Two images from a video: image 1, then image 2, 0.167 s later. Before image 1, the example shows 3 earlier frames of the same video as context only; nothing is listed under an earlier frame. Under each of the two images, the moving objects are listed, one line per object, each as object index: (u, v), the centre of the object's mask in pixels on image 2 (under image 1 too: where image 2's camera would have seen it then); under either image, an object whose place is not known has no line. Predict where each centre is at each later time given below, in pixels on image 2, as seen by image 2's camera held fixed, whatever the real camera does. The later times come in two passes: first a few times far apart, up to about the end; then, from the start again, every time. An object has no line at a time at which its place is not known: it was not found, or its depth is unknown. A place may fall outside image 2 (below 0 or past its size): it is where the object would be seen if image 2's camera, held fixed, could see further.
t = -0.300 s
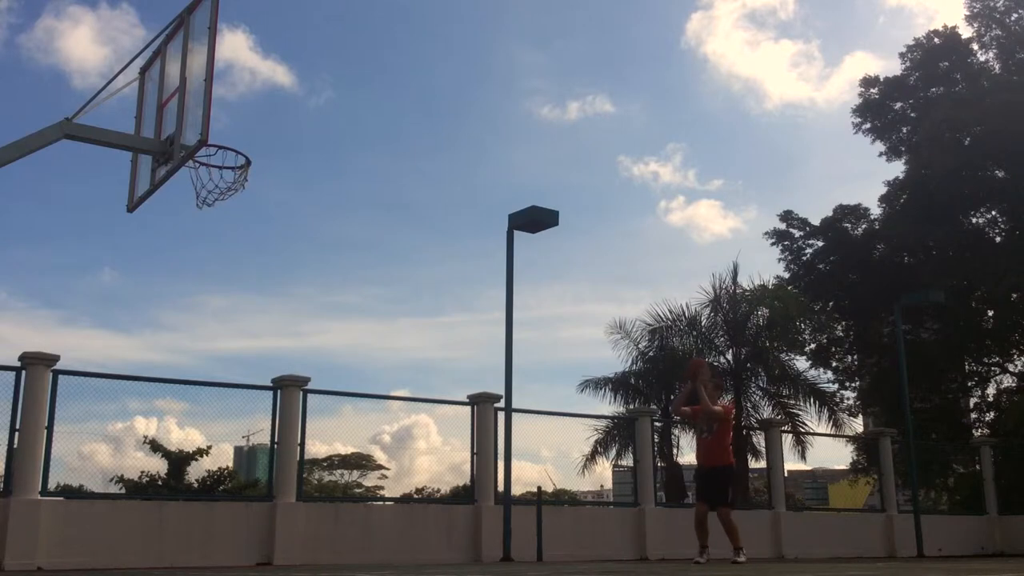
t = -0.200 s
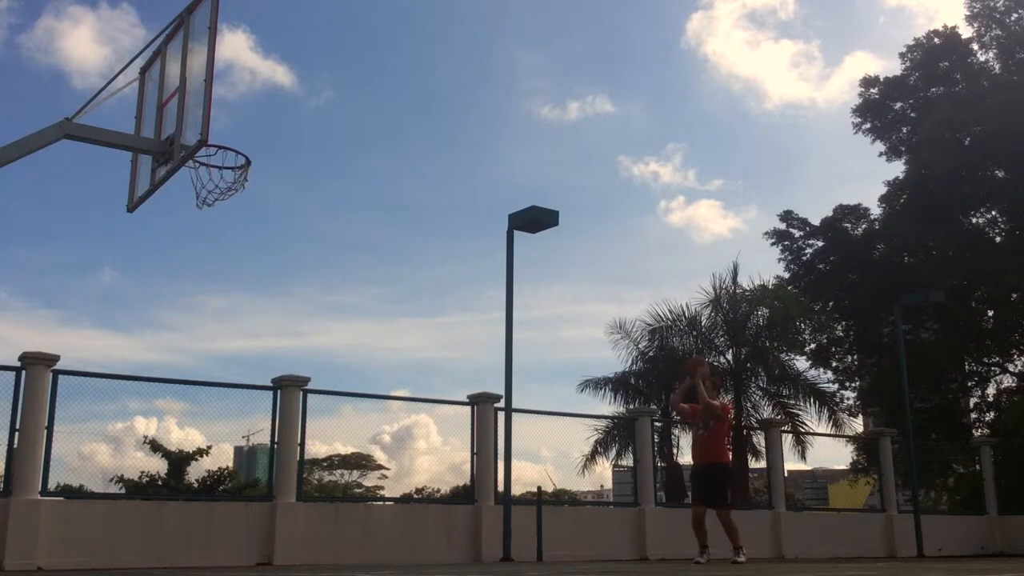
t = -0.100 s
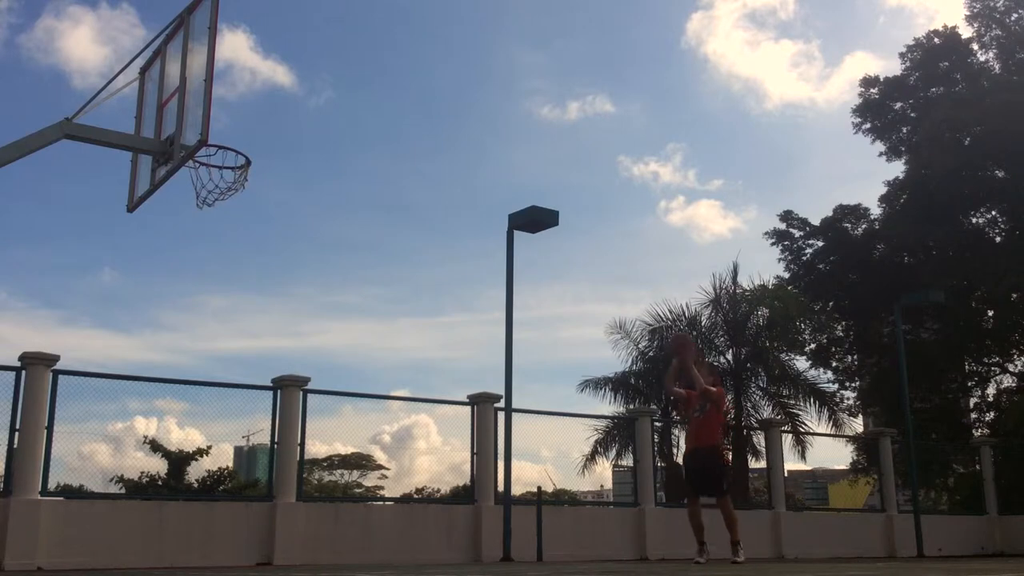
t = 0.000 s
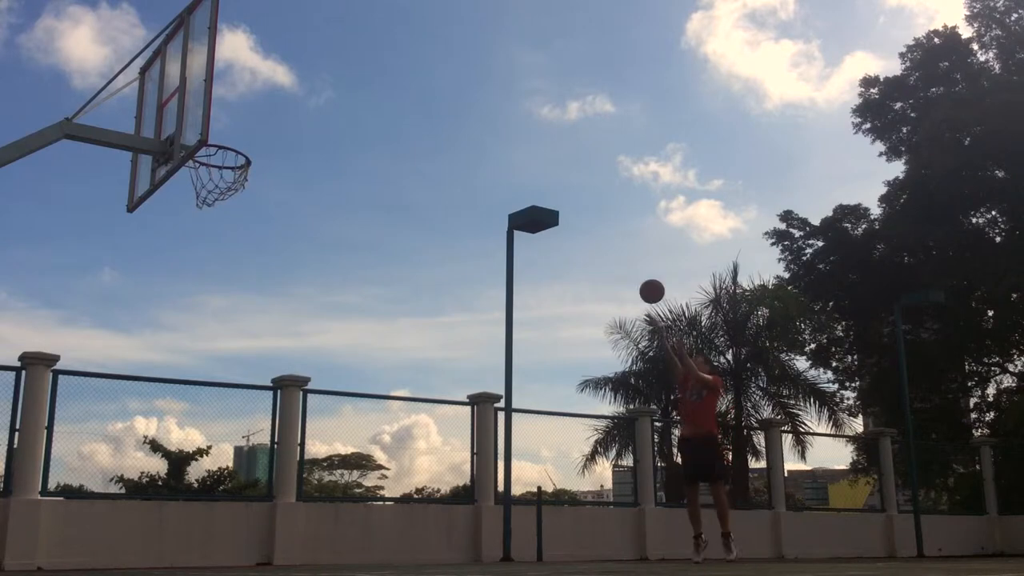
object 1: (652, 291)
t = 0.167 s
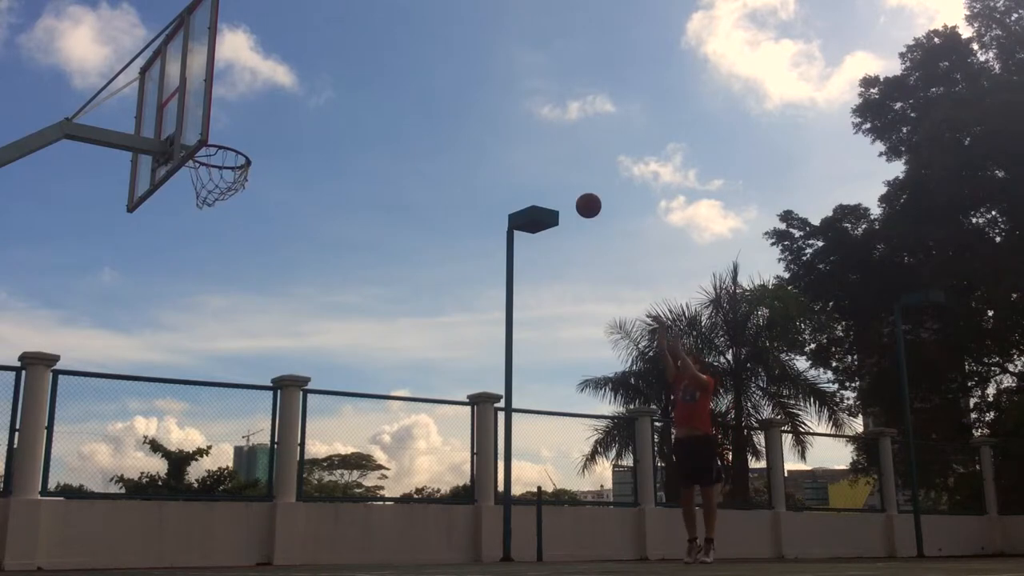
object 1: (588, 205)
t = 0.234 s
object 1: (562, 178)
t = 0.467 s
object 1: (469, 109)
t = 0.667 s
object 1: (382, 91)
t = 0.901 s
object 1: (266, 125)
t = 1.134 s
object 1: (196, 188)
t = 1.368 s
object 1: (240, 265)
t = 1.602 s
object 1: (279, 421)
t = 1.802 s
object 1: (313, 519)
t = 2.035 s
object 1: (360, 388)
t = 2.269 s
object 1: (401, 335)
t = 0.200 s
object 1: (575, 191)
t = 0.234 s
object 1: (562, 178)
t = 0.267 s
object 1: (549, 165)
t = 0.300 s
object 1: (536, 153)
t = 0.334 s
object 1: (523, 142)
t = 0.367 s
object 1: (509, 132)
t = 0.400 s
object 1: (496, 124)
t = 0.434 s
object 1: (482, 115)
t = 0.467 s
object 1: (469, 109)
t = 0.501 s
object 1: (455, 103)
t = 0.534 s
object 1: (441, 98)
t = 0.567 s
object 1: (427, 95)
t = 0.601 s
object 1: (412, 92)
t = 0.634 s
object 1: (397, 91)
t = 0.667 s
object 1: (382, 91)
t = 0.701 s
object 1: (367, 92)
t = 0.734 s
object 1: (351, 94)
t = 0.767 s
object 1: (334, 98)
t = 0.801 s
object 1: (318, 103)
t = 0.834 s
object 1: (301, 109)
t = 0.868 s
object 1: (284, 116)
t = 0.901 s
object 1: (266, 125)
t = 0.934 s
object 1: (248, 136)
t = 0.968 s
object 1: (229, 148)
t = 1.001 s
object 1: (210, 161)
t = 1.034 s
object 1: (192, 174)
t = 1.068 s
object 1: (185, 179)
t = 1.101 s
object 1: (190, 182)
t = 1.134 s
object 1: (196, 188)
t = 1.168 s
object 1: (203, 195)
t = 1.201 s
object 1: (209, 203)
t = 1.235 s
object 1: (216, 212)
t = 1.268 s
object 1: (222, 223)
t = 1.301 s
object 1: (228, 236)
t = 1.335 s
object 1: (234, 250)
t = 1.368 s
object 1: (240, 265)
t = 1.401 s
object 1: (246, 283)
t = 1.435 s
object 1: (252, 301)
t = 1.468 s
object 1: (258, 322)
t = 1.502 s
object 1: (264, 344)
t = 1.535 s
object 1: (269, 367)
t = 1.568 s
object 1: (274, 393)
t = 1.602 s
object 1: (279, 421)
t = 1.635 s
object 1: (285, 450)
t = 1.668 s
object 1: (289, 481)
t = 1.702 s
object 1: (294, 514)
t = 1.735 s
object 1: (299, 549)
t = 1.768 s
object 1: (305, 545)
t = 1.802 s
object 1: (313, 519)
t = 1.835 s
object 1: (321, 495)
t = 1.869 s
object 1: (327, 473)
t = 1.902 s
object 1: (334, 453)
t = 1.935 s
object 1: (341, 434)
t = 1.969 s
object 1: (348, 417)
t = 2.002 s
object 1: (354, 402)
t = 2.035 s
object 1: (360, 388)
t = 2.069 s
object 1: (367, 376)
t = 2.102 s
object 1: (372, 366)
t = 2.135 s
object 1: (378, 357)
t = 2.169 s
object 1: (384, 349)
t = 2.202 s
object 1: (389, 343)
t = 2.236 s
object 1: (395, 338)
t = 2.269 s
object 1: (401, 335)
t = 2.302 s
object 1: (406, 333)
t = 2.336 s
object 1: (412, 332)
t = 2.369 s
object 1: (417, 333)
